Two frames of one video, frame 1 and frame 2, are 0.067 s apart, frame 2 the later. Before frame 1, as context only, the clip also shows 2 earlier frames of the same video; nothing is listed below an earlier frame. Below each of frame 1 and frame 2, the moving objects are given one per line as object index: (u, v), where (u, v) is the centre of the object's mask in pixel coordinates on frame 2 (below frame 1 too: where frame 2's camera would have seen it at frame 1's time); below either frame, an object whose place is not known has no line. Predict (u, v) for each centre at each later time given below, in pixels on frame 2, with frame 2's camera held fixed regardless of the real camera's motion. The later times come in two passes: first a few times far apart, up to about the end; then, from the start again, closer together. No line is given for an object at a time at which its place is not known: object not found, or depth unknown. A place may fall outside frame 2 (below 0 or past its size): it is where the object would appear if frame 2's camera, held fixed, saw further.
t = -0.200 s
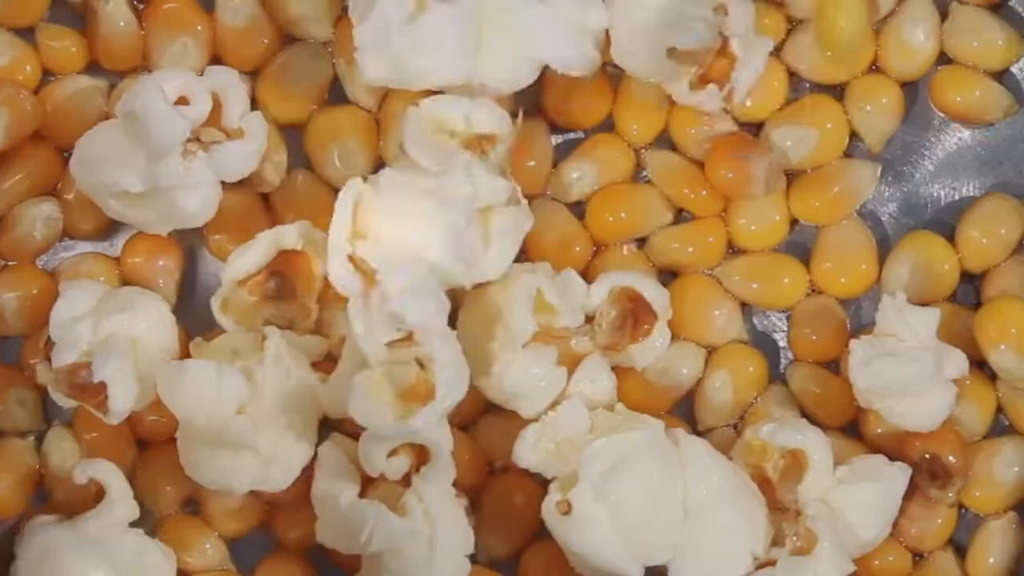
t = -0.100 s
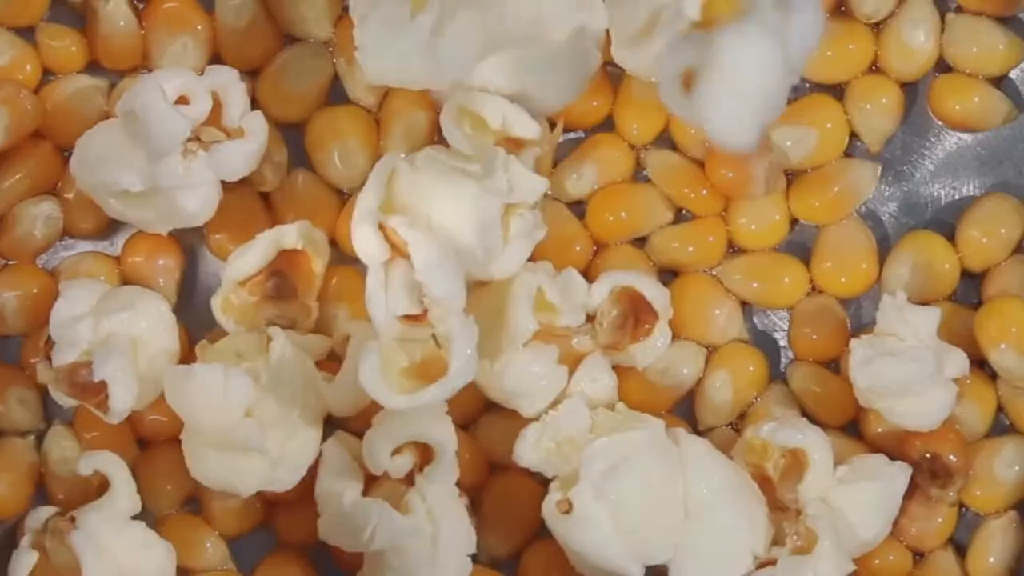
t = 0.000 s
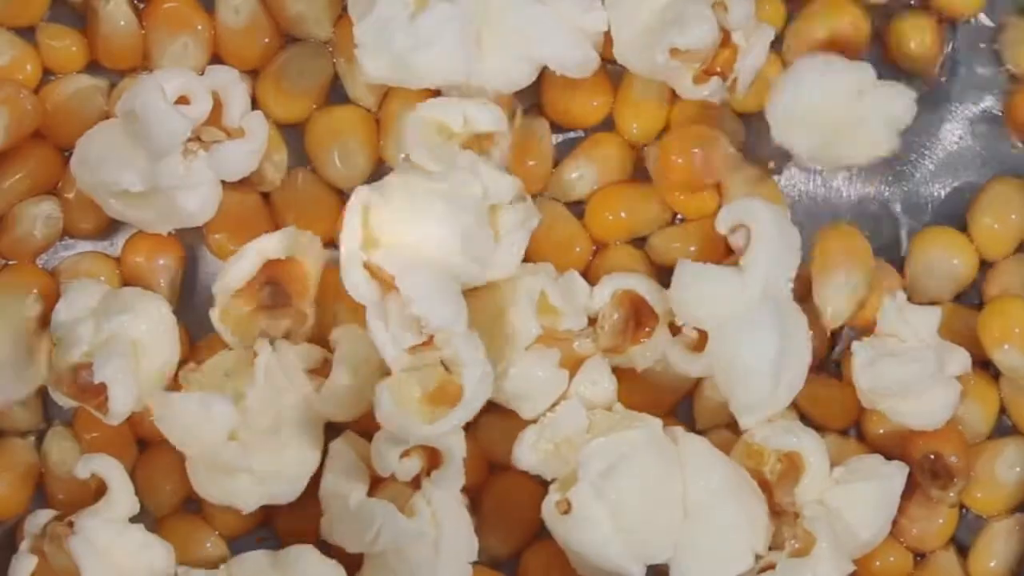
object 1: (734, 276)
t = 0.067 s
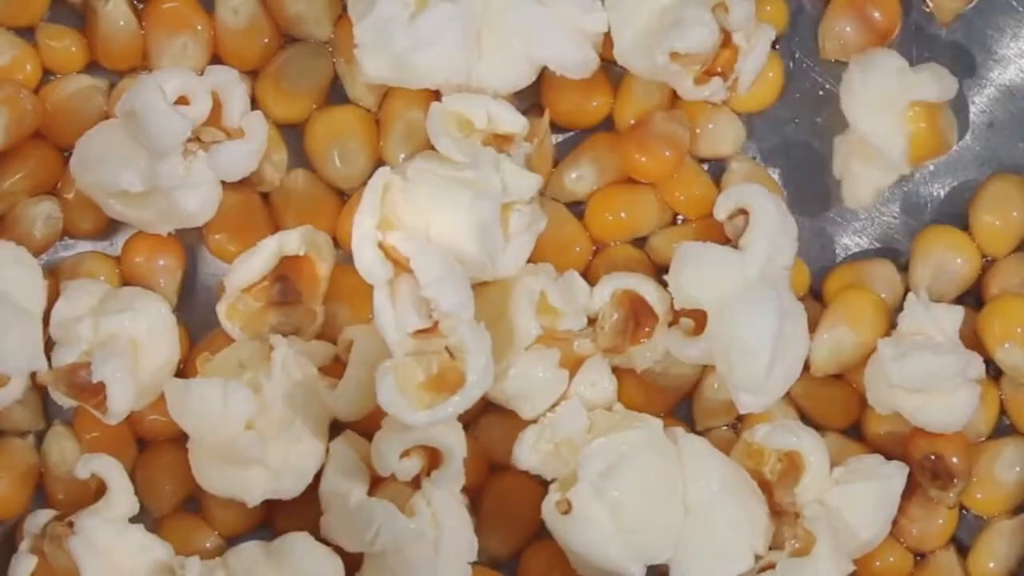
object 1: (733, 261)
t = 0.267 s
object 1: (733, 263)
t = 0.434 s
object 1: (734, 264)
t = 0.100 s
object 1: (732, 261)
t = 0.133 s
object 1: (732, 262)
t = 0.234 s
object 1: (733, 263)
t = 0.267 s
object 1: (733, 263)
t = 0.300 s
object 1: (733, 263)
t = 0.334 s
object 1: (733, 263)
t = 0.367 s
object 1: (734, 263)
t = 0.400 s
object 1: (734, 263)
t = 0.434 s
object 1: (734, 264)
